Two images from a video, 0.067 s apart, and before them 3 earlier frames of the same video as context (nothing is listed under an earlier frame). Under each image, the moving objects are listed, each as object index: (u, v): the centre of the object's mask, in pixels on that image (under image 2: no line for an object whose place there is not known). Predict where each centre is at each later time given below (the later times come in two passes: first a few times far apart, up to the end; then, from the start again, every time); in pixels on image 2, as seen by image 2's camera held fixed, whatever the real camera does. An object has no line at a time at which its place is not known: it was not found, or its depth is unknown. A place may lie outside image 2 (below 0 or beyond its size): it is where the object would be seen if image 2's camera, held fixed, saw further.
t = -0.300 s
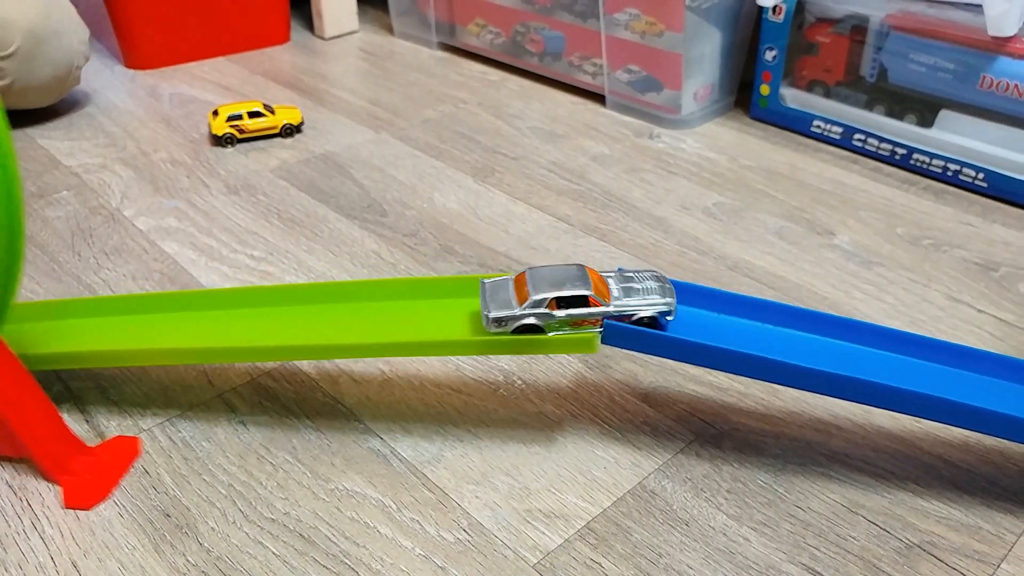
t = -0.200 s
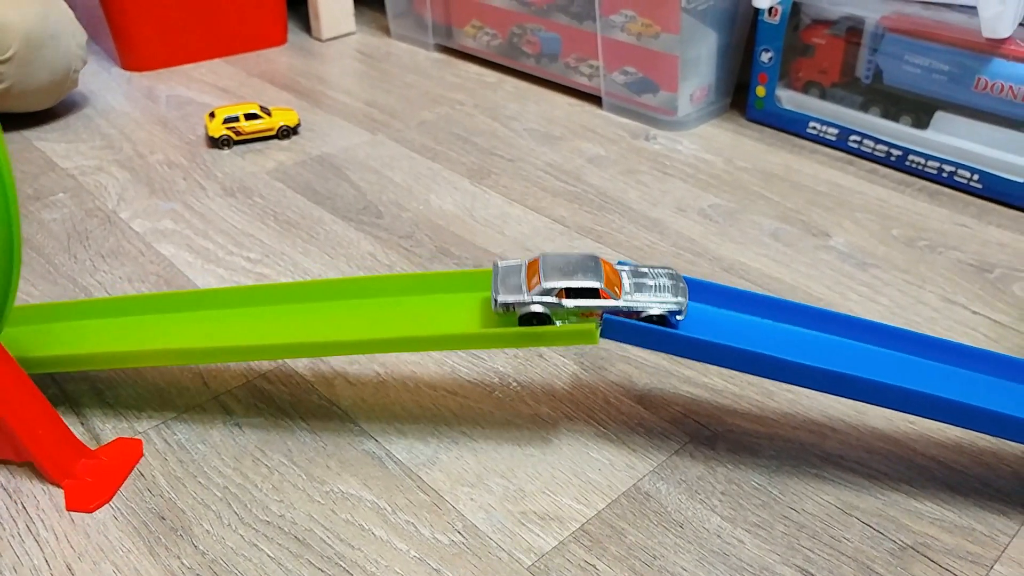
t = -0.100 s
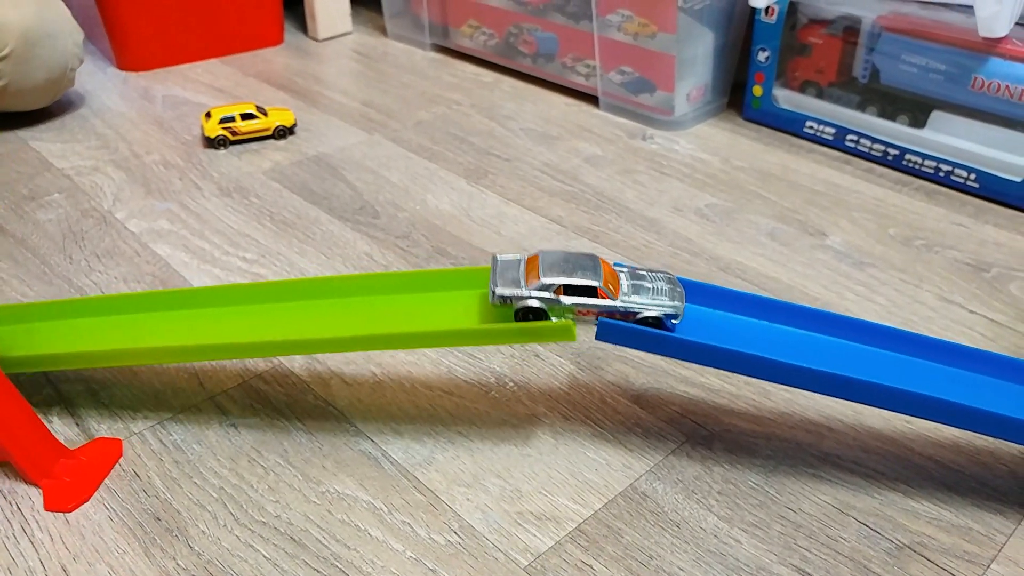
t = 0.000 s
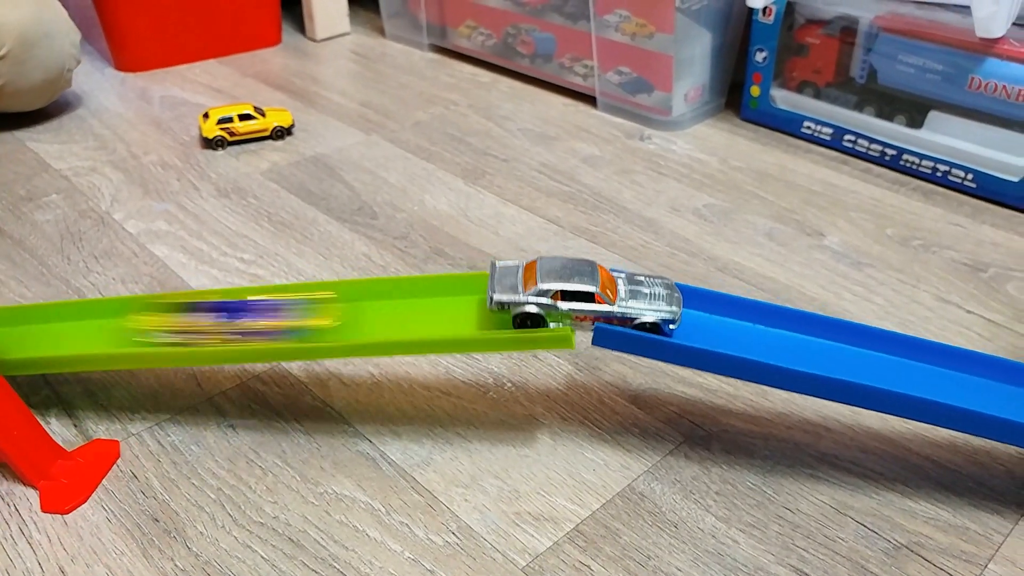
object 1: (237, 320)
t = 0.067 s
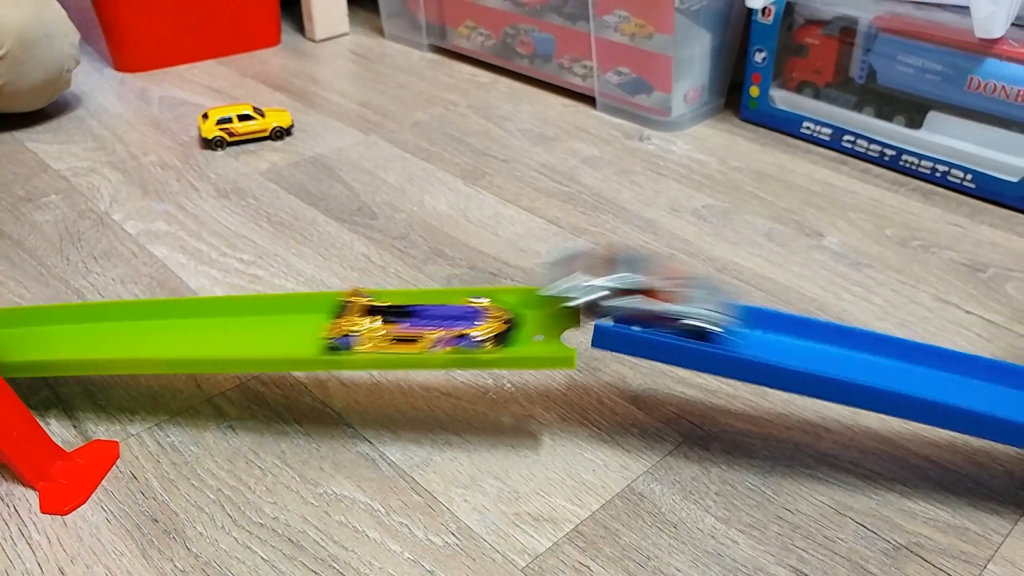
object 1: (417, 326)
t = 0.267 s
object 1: (502, 309)
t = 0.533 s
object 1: (432, 301)
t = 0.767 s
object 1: (389, 312)
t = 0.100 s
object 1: (447, 310)
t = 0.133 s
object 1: (458, 299)
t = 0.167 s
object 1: (480, 290)
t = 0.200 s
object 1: (498, 303)
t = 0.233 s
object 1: (505, 312)
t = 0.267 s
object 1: (502, 309)
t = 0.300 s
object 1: (490, 297)
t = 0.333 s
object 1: (484, 296)
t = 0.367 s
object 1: (473, 302)
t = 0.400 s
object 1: (461, 313)
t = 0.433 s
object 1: (456, 314)
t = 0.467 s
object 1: (445, 308)
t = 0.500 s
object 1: (436, 301)
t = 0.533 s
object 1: (432, 301)
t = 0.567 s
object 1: (425, 308)
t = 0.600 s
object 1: (418, 313)
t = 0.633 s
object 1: (414, 311)
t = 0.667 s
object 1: (407, 305)
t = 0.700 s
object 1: (399, 305)
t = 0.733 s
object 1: (396, 307)
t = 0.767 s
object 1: (389, 312)
